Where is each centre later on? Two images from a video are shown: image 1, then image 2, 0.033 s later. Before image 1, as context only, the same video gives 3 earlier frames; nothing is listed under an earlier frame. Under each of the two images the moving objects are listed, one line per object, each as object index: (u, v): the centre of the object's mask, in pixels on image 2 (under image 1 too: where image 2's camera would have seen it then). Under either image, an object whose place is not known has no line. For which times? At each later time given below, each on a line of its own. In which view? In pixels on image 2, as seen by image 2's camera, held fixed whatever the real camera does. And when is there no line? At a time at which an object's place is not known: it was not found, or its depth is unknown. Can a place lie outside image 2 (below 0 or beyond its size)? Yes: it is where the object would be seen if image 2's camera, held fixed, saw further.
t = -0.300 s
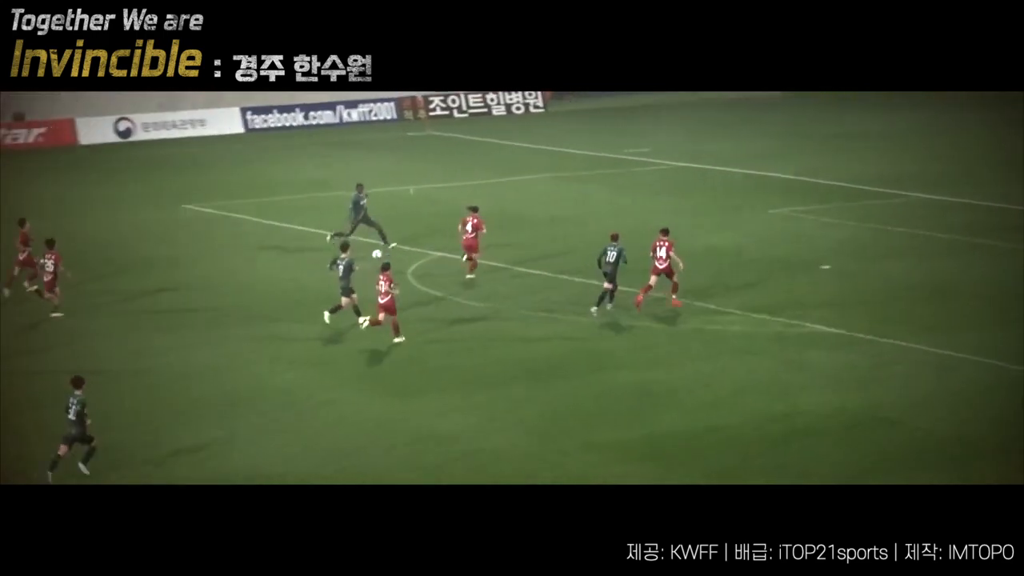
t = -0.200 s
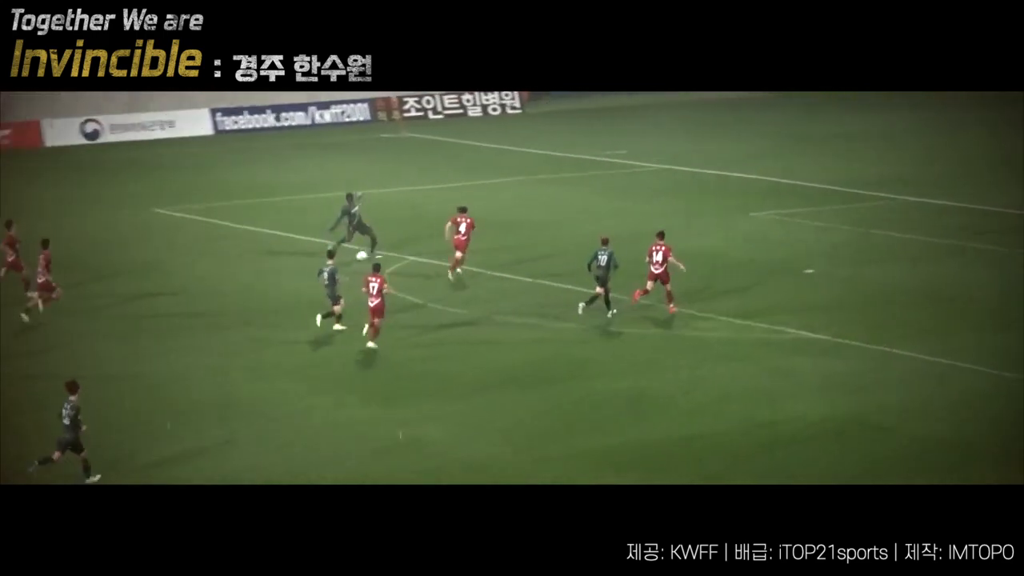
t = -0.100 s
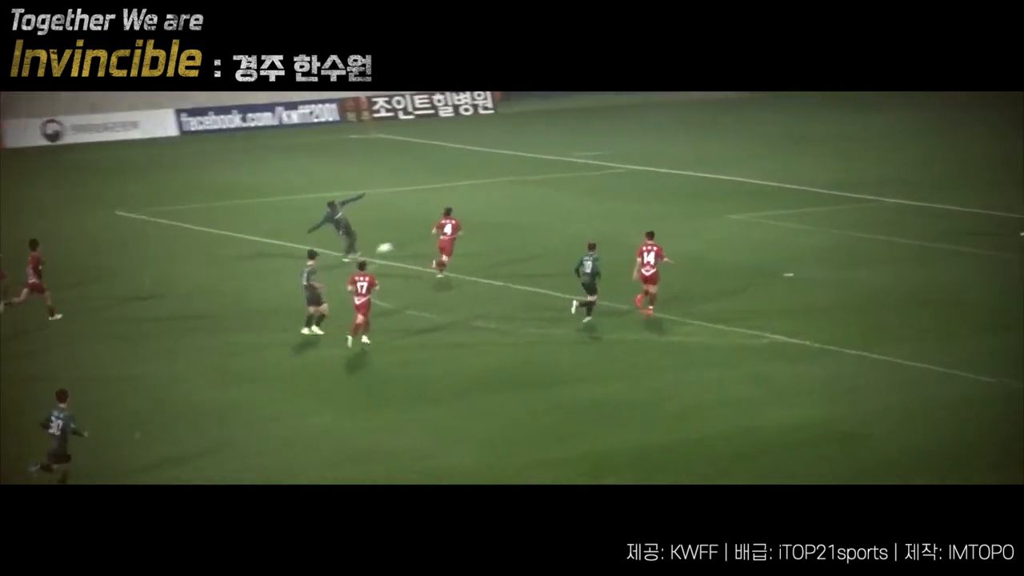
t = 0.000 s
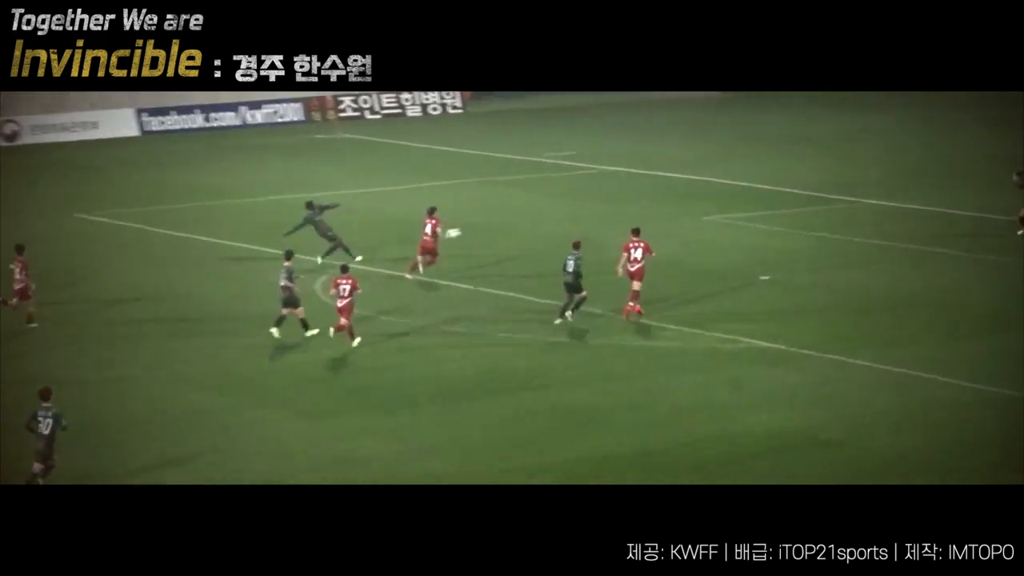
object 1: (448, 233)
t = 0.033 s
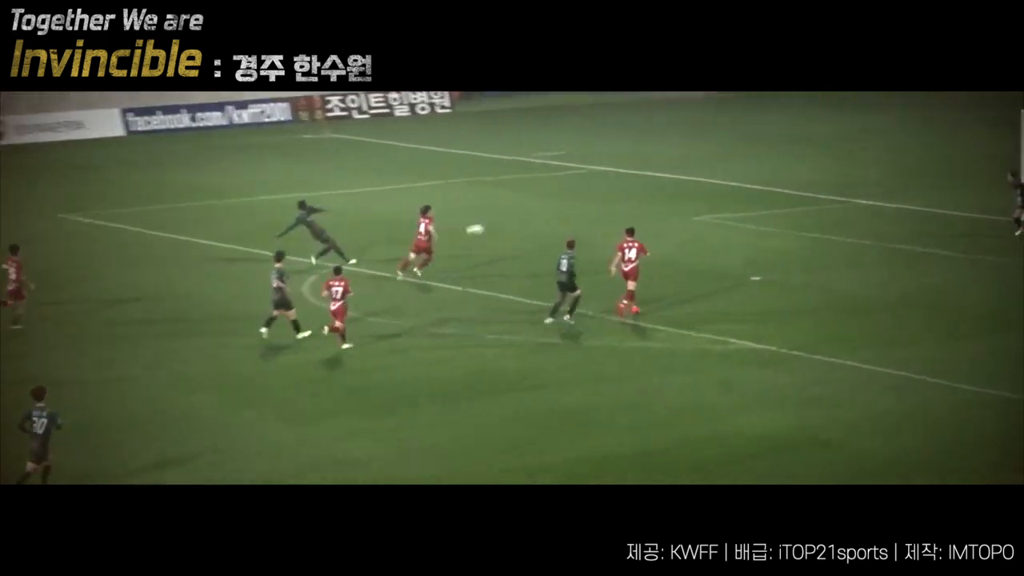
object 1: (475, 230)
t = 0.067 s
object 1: (501, 226)
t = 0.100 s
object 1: (527, 223)
